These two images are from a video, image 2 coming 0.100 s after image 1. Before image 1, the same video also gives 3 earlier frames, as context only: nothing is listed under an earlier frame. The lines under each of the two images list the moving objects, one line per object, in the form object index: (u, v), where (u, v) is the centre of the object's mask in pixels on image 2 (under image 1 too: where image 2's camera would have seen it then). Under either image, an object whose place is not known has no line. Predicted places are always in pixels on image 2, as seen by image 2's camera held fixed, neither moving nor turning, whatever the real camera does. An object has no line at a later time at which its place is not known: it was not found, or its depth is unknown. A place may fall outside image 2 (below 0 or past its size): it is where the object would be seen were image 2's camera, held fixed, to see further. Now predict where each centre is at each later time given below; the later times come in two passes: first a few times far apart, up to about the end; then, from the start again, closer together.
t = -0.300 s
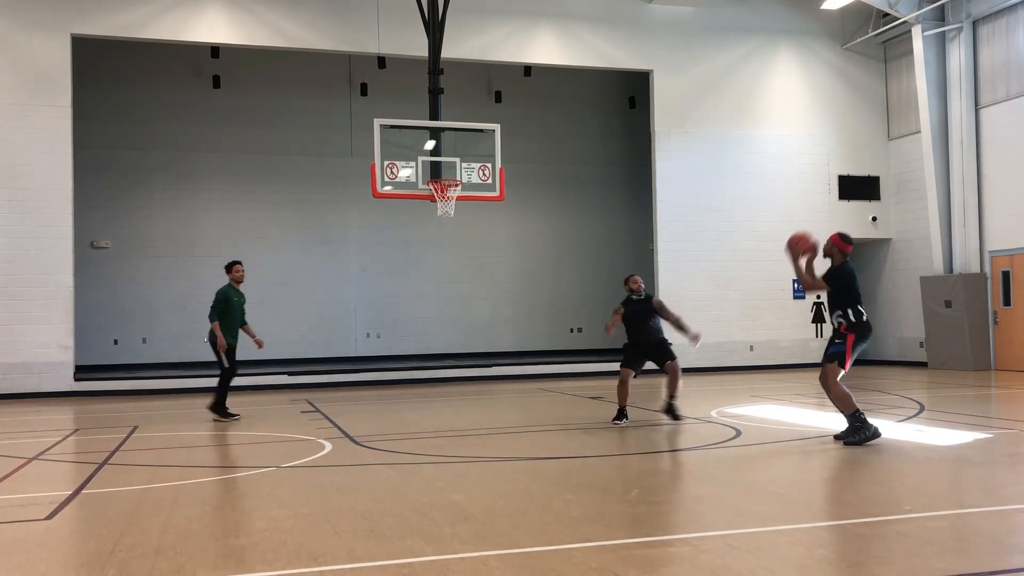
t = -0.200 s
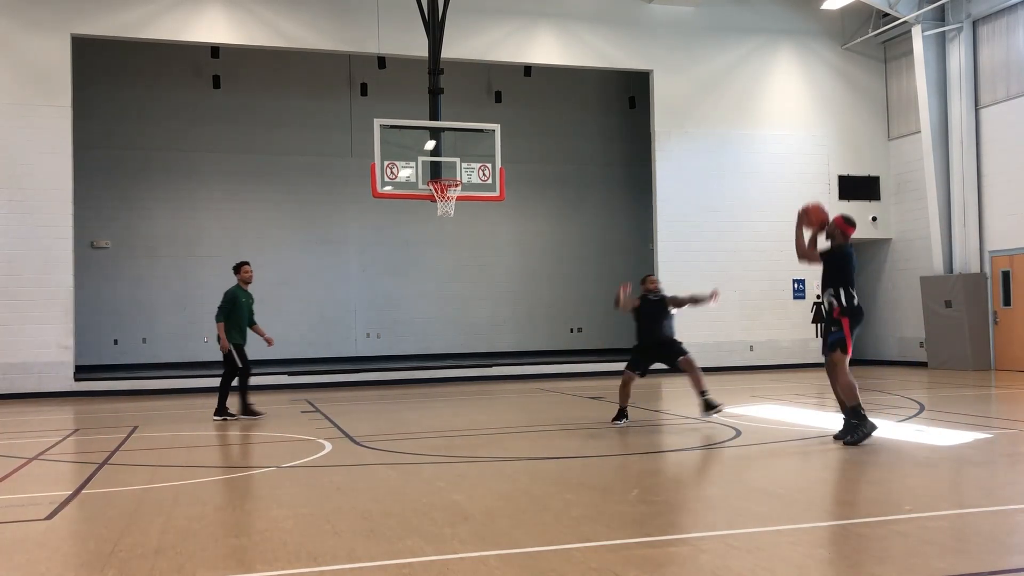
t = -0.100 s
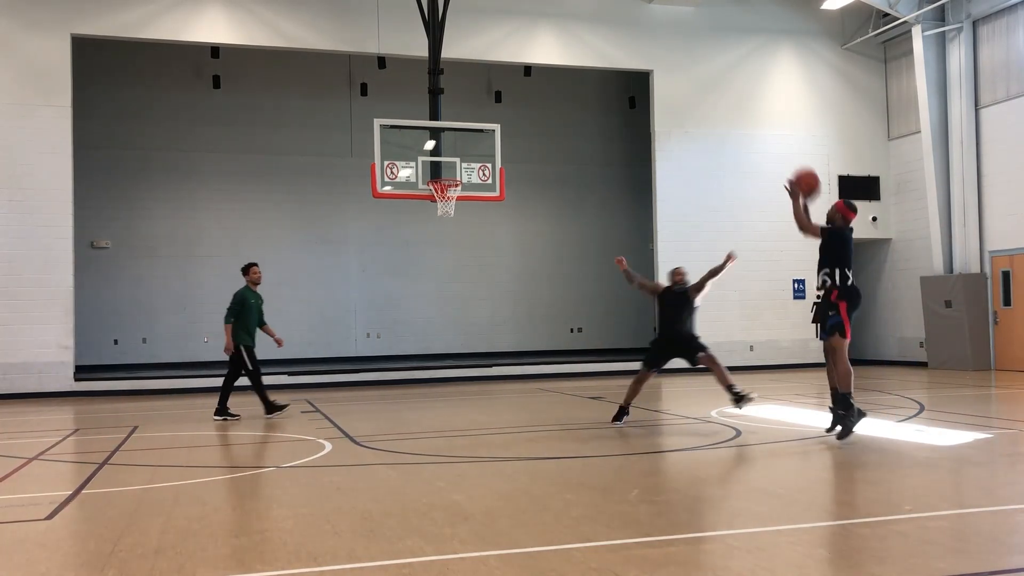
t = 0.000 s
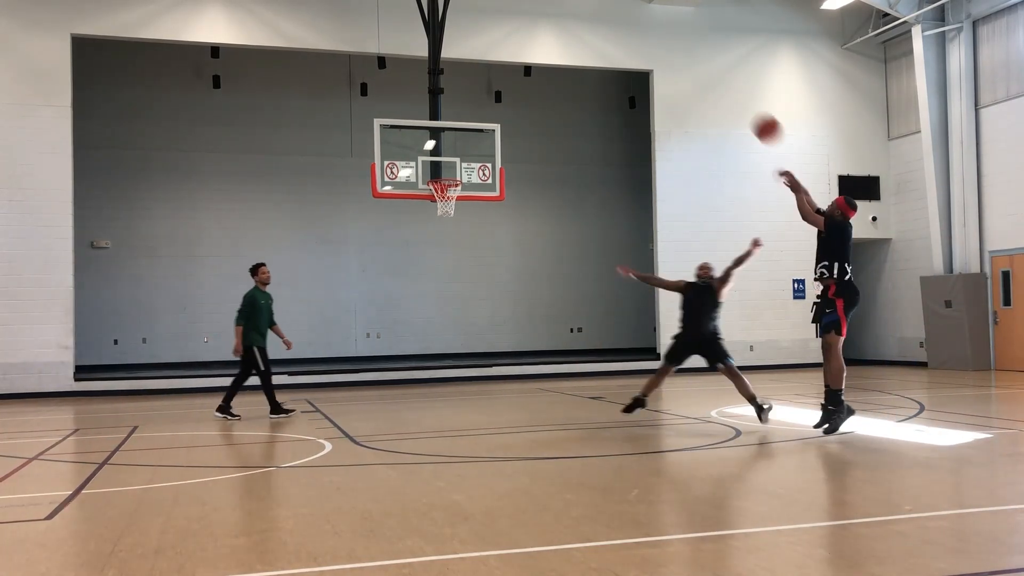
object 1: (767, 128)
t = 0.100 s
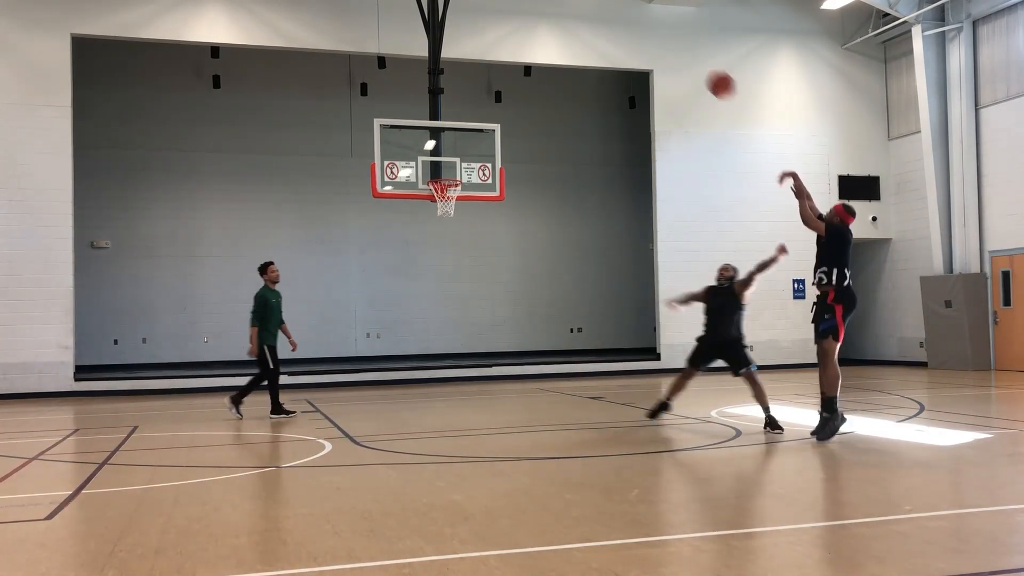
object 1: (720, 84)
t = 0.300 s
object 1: (644, 37)
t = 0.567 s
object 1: (562, 35)
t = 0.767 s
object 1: (513, 69)
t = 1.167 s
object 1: (440, 192)
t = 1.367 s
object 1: (444, 195)
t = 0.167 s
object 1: (693, 63)
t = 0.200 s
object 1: (680, 55)
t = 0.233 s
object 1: (668, 47)
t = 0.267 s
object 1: (656, 41)
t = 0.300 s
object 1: (644, 37)
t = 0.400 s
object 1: (611, 29)
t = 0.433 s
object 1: (600, 28)
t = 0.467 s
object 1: (591, 28)
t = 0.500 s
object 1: (580, 29)
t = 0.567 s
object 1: (562, 35)
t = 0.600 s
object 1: (554, 38)
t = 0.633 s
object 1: (545, 43)
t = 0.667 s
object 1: (537, 48)
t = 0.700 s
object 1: (528, 55)
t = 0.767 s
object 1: (513, 69)
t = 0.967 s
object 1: (471, 127)
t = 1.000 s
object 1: (466, 139)
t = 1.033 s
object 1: (459, 150)
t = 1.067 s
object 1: (453, 162)
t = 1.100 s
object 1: (447, 174)
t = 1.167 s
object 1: (440, 192)
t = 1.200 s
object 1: (439, 197)
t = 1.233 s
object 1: (438, 196)
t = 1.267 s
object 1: (440, 191)
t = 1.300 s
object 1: (441, 193)
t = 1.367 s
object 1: (444, 195)
